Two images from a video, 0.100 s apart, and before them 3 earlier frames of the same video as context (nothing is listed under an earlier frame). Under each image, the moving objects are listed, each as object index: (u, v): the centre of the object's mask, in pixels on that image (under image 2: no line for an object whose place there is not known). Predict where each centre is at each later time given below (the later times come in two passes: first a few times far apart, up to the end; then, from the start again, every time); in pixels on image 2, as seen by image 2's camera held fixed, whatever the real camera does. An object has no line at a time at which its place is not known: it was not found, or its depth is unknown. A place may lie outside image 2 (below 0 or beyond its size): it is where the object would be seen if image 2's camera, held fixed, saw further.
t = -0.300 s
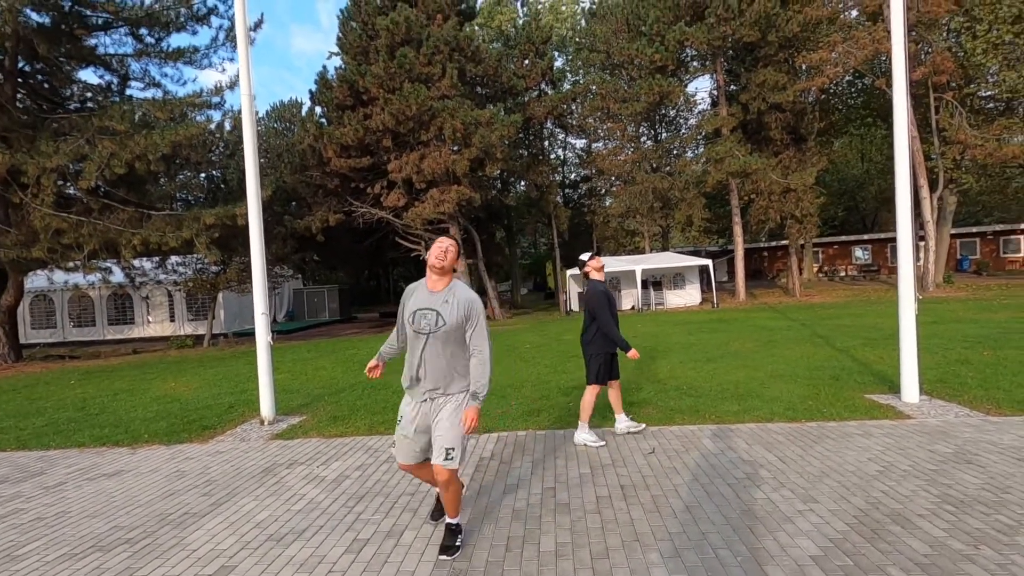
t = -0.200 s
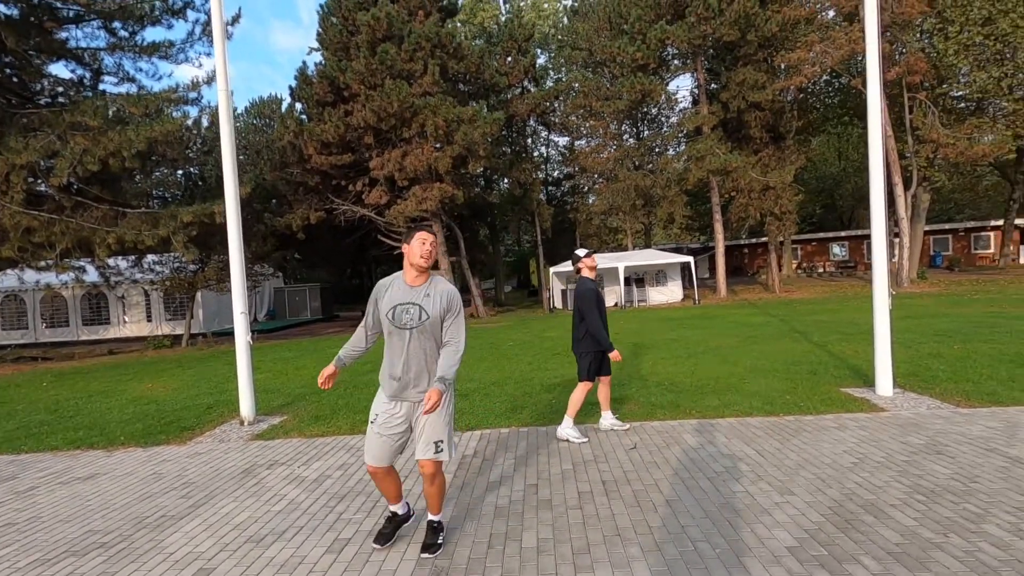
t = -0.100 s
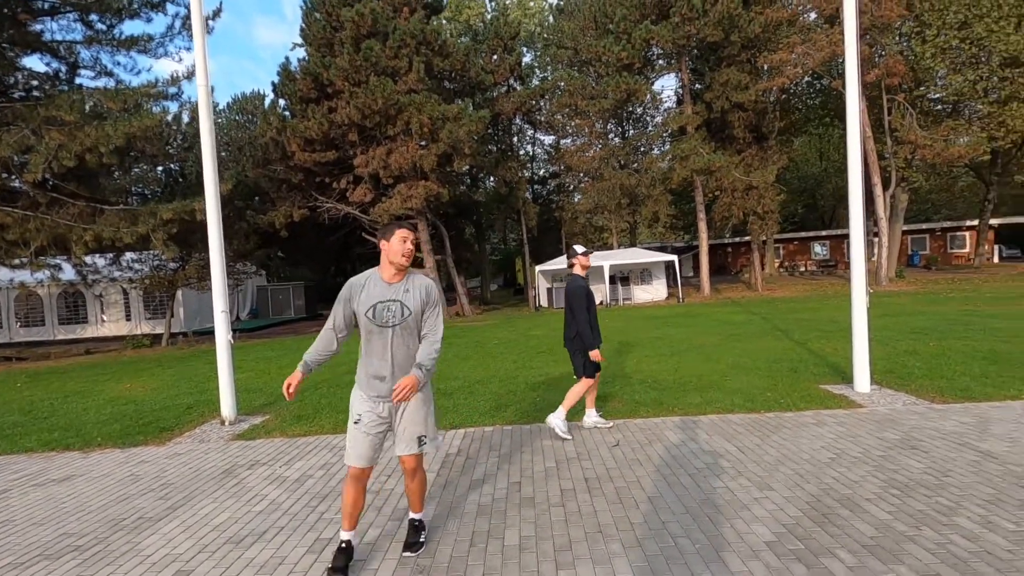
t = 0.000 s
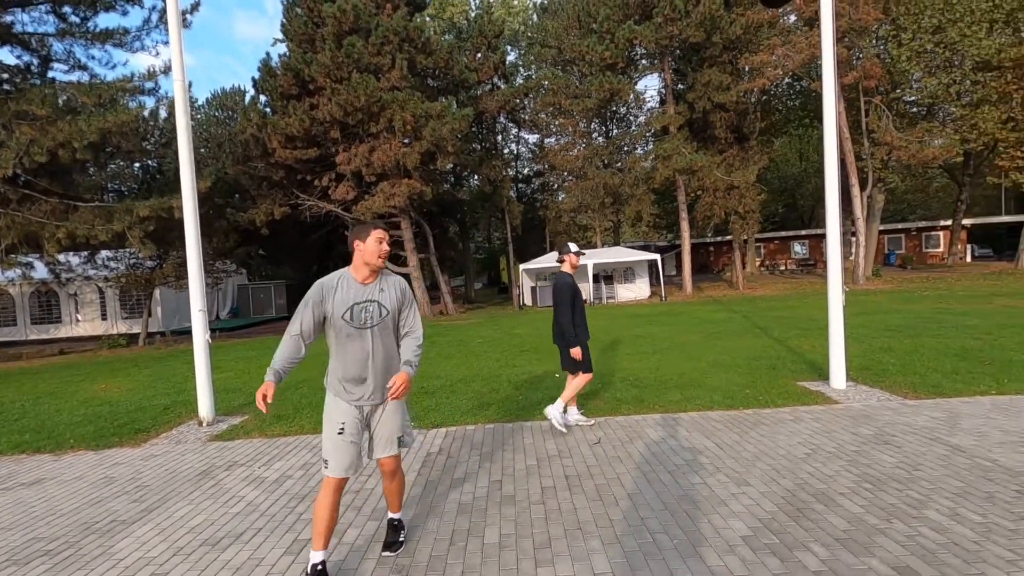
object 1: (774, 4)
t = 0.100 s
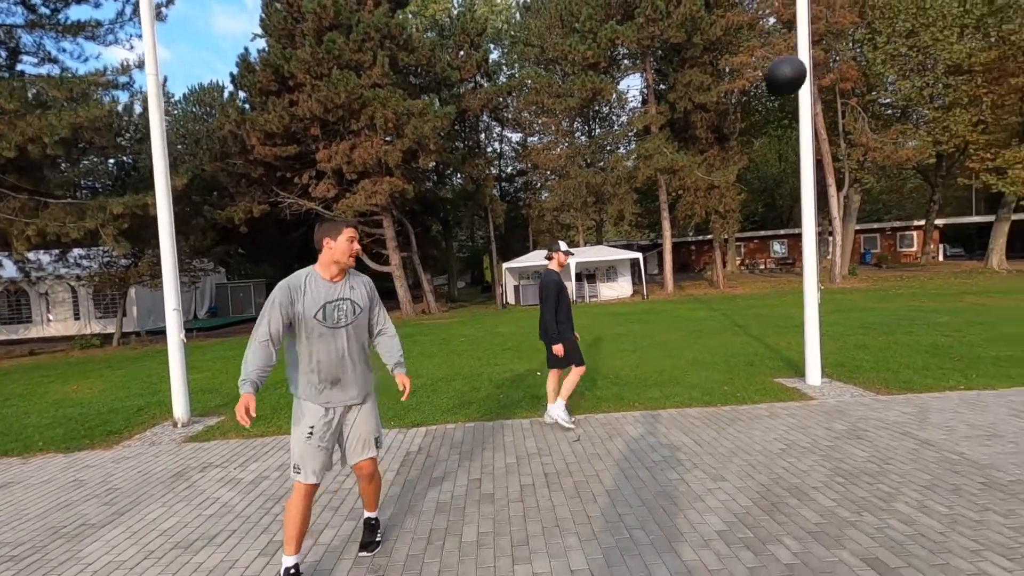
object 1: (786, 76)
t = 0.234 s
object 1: (826, 216)
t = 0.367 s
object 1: (865, 375)
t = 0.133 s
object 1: (796, 108)
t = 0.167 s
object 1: (806, 143)
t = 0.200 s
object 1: (816, 178)
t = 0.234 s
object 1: (826, 216)
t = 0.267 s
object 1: (835, 253)
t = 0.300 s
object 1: (845, 292)
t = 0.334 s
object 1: (855, 333)
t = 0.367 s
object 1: (865, 375)
